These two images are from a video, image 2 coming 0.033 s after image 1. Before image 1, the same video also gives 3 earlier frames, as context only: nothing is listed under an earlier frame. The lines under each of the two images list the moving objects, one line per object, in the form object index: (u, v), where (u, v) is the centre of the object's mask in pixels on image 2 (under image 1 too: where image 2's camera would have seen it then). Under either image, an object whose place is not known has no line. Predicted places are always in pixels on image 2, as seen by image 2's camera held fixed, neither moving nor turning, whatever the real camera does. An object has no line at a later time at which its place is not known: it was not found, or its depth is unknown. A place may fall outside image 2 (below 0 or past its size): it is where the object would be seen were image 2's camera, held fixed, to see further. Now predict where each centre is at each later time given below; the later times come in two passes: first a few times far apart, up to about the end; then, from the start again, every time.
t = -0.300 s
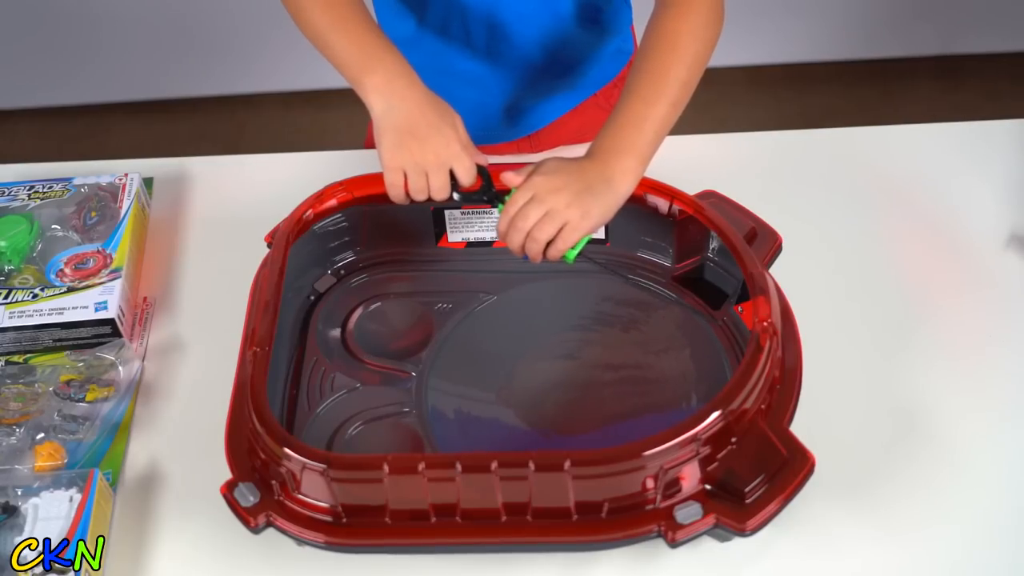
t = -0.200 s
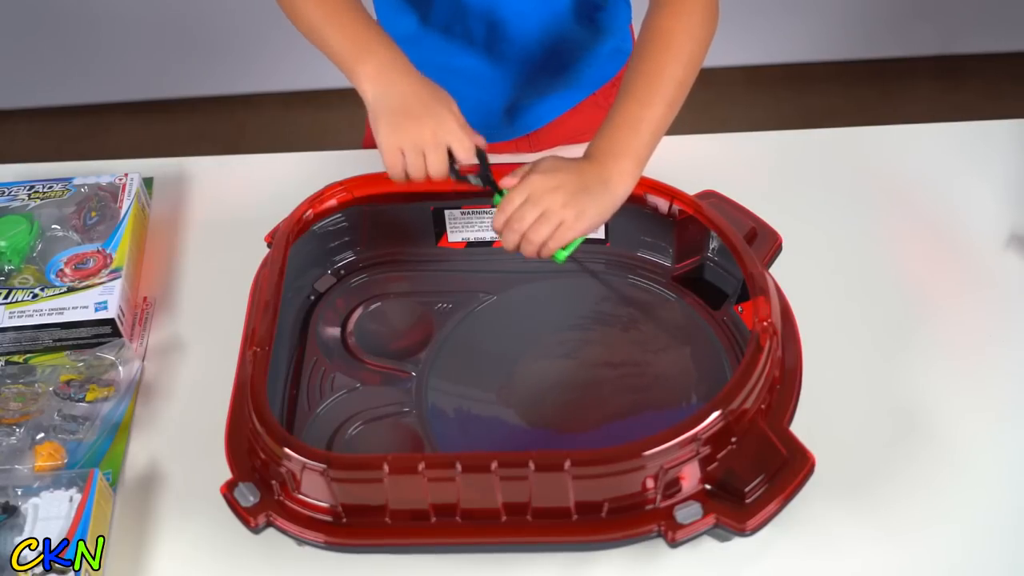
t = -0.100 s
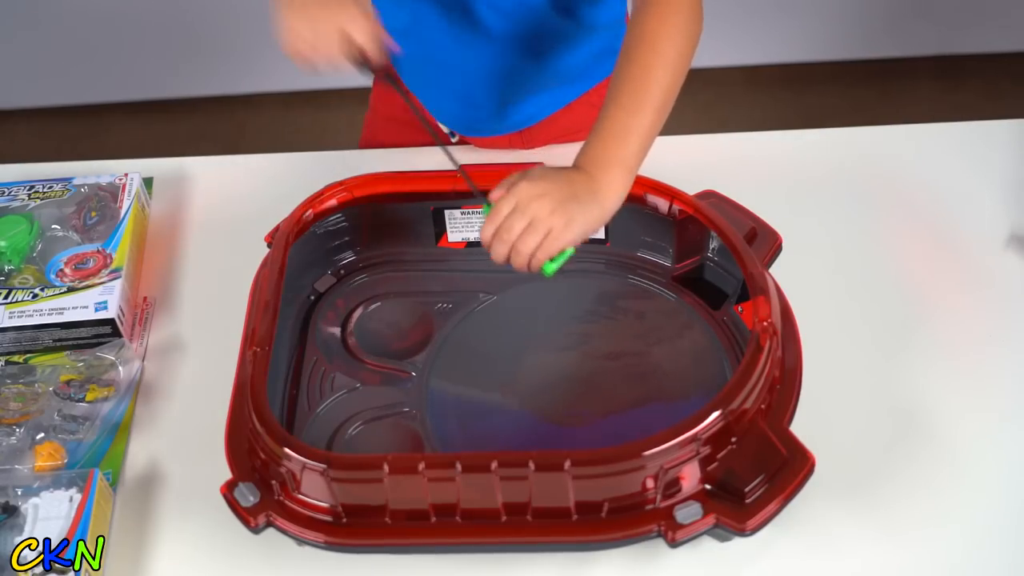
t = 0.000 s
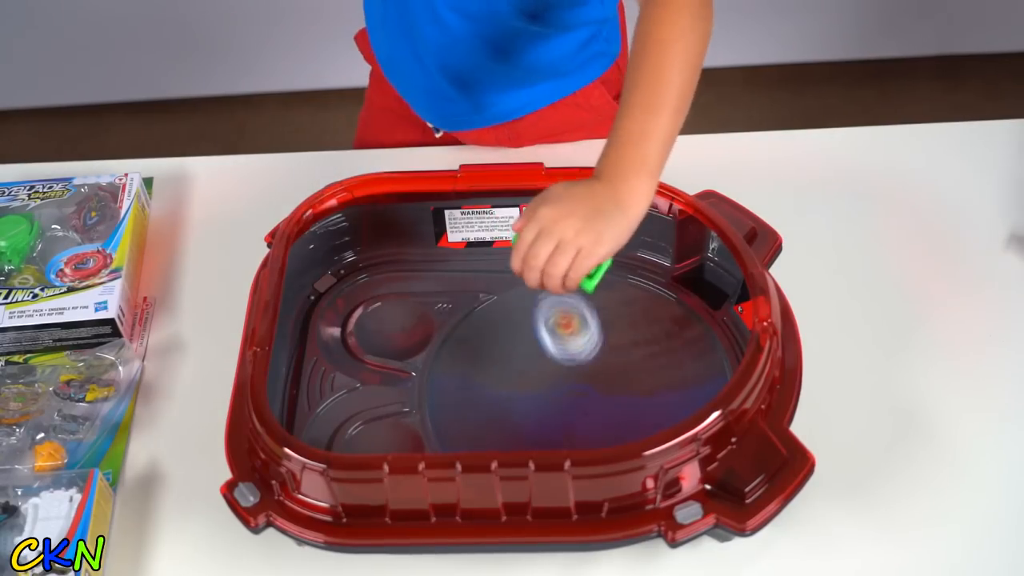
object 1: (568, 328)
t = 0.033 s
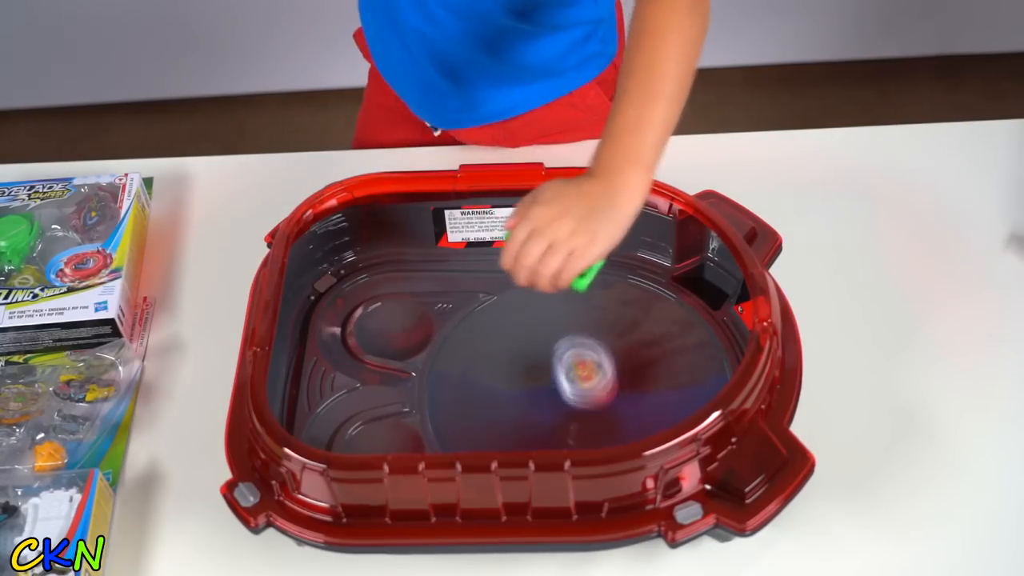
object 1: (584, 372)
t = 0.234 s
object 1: (679, 368)
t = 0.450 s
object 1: (698, 353)
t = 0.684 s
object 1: (650, 356)
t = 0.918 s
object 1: (622, 348)
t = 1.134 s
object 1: (619, 347)
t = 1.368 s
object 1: (609, 366)
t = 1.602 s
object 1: (637, 397)
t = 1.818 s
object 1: (640, 361)
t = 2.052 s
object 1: (557, 397)
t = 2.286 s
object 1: (603, 440)
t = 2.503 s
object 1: (663, 383)
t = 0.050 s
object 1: (592, 376)
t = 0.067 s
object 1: (601, 368)
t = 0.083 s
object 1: (609, 362)
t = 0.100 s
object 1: (618, 358)
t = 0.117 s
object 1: (626, 356)
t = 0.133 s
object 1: (635, 356)
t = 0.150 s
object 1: (643, 359)
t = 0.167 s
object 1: (653, 364)
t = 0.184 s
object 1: (661, 370)
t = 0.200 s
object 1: (669, 378)
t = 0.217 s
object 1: (674, 374)
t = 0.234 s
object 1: (679, 368)
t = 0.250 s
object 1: (683, 364)
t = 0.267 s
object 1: (687, 362)
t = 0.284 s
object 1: (691, 362)
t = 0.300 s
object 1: (695, 365)
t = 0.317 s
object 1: (698, 365)
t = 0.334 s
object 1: (698, 359)
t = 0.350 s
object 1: (699, 355)
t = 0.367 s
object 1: (700, 354)
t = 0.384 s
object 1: (700, 354)
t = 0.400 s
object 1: (700, 356)
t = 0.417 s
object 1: (700, 354)
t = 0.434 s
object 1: (699, 352)
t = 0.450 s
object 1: (698, 353)
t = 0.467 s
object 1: (696, 355)
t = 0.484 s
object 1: (694, 354)
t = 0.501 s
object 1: (692, 354)
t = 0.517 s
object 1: (689, 354)
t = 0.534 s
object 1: (685, 354)
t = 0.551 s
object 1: (682, 354)
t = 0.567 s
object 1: (678, 354)
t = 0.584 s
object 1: (673, 354)
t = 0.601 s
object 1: (669, 354)
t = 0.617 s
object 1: (665, 355)
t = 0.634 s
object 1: (661, 355)
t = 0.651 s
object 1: (657, 355)
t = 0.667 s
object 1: (654, 355)
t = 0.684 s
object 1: (650, 356)
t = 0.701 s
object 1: (646, 356)
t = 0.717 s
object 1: (643, 355)
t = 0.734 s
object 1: (640, 355)
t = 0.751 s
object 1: (636, 354)
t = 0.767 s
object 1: (633, 352)
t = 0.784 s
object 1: (631, 351)
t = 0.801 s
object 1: (628, 350)
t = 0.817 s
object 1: (627, 350)
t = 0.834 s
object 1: (625, 349)
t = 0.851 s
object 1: (624, 349)
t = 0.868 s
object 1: (623, 349)
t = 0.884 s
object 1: (622, 348)
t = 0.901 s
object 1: (622, 348)
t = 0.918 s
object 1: (622, 348)
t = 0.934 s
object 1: (622, 348)
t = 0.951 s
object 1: (622, 348)
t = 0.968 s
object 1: (622, 348)
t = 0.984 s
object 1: (622, 348)
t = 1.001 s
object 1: (622, 348)
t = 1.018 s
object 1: (622, 347)
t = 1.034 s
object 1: (622, 347)
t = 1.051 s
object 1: (622, 347)
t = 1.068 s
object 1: (621, 347)
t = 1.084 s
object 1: (621, 347)
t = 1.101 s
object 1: (620, 347)
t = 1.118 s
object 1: (620, 347)
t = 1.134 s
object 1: (619, 347)
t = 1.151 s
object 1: (618, 347)
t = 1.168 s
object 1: (617, 348)
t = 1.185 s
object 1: (616, 348)
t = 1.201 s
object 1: (615, 349)
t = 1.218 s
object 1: (615, 350)
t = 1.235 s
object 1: (614, 351)
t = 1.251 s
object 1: (614, 352)
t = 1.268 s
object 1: (613, 353)
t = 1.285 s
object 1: (612, 355)
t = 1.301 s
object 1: (612, 357)
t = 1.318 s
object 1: (611, 359)
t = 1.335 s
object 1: (610, 361)
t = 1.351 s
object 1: (610, 364)
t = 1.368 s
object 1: (609, 366)
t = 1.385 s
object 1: (609, 369)
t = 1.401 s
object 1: (609, 373)
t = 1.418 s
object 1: (610, 375)
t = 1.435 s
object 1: (611, 379)
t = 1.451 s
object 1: (612, 381)
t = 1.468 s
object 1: (614, 384)
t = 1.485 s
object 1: (616, 387)
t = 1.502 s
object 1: (618, 390)
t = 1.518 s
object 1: (621, 392)
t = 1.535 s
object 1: (623, 394)
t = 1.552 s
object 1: (627, 395)
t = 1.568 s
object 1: (630, 397)
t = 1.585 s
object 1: (633, 396)
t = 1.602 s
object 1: (637, 397)
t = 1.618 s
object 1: (640, 396)
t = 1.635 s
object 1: (643, 394)
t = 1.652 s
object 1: (646, 393)
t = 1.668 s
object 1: (649, 391)
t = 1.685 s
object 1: (651, 388)
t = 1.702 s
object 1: (653, 385)
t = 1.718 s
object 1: (654, 382)
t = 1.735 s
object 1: (654, 378)
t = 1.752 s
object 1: (653, 375)
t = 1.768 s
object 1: (652, 371)
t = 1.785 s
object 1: (649, 367)
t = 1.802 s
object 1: (645, 364)
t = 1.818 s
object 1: (640, 361)
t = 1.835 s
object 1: (635, 359)
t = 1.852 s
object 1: (629, 357)
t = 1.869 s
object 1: (622, 356)
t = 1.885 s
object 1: (615, 356)
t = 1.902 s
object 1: (608, 357)
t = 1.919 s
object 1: (600, 358)
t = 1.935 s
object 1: (593, 361)
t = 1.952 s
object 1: (586, 364)
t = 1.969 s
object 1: (580, 368)
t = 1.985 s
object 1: (574, 372)
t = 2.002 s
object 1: (568, 377)
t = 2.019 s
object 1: (564, 383)
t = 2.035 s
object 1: (560, 390)
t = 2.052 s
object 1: (557, 397)
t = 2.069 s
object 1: (555, 403)
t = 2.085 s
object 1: (553, 409)
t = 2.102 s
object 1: (551, 416)
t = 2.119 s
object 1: (551, 422)
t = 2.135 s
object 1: (553, 427)
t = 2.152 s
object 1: (555, 431)
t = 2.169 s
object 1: (559, 434)
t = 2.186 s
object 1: (563, 436)
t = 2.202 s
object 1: (569, 438)
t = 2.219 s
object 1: (575, 439)
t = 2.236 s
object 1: (583, 441)
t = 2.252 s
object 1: (590, 441)
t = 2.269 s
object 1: (597, 441)
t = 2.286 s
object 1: (603, 440)
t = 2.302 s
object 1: (611, 439)
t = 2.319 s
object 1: (618, 438)
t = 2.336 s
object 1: (626, 435)
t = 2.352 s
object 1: (633, 432)
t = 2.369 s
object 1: (640, 429)
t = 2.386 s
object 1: (646, 425)
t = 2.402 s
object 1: (652, 421)
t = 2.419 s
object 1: (657, 416)
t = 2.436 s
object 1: (661, 411)
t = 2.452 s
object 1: (664, 406)
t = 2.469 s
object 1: (666, 399)
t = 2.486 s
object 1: (666, 391)
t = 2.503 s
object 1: (663, 383)
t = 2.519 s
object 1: (659, 375)
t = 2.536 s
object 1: (654, 368)
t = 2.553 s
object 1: (648, 361)
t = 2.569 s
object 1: (640, 354)
